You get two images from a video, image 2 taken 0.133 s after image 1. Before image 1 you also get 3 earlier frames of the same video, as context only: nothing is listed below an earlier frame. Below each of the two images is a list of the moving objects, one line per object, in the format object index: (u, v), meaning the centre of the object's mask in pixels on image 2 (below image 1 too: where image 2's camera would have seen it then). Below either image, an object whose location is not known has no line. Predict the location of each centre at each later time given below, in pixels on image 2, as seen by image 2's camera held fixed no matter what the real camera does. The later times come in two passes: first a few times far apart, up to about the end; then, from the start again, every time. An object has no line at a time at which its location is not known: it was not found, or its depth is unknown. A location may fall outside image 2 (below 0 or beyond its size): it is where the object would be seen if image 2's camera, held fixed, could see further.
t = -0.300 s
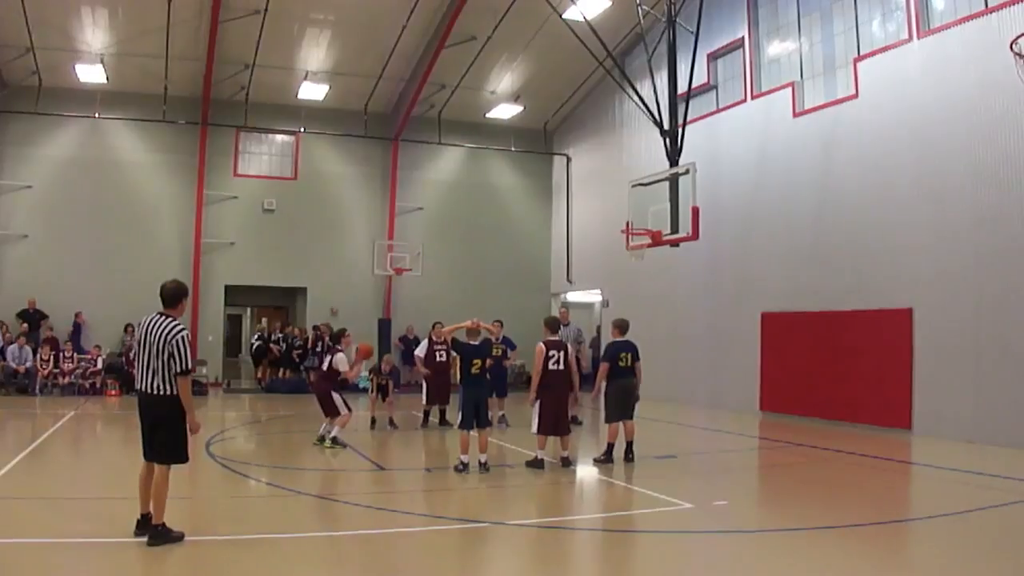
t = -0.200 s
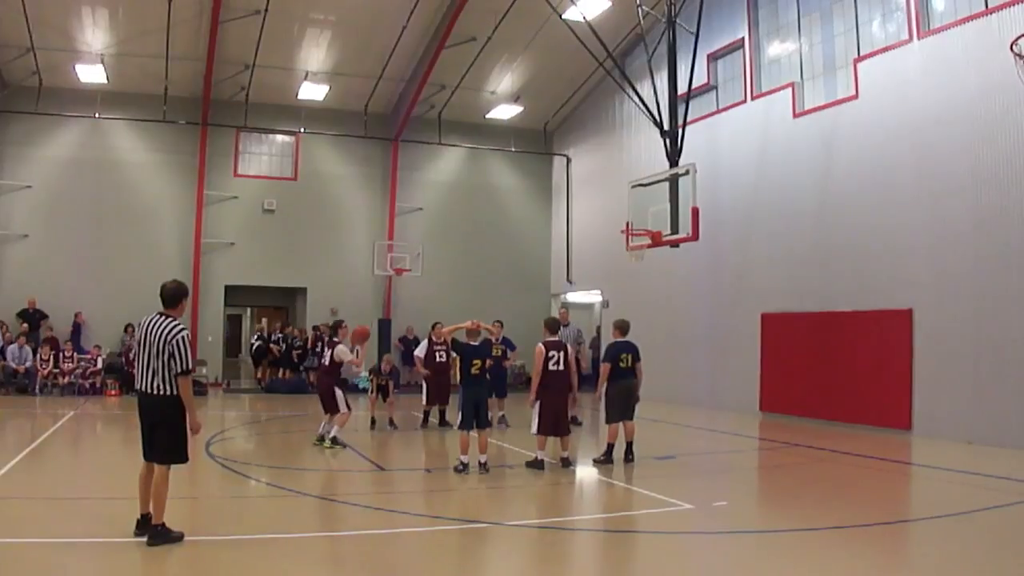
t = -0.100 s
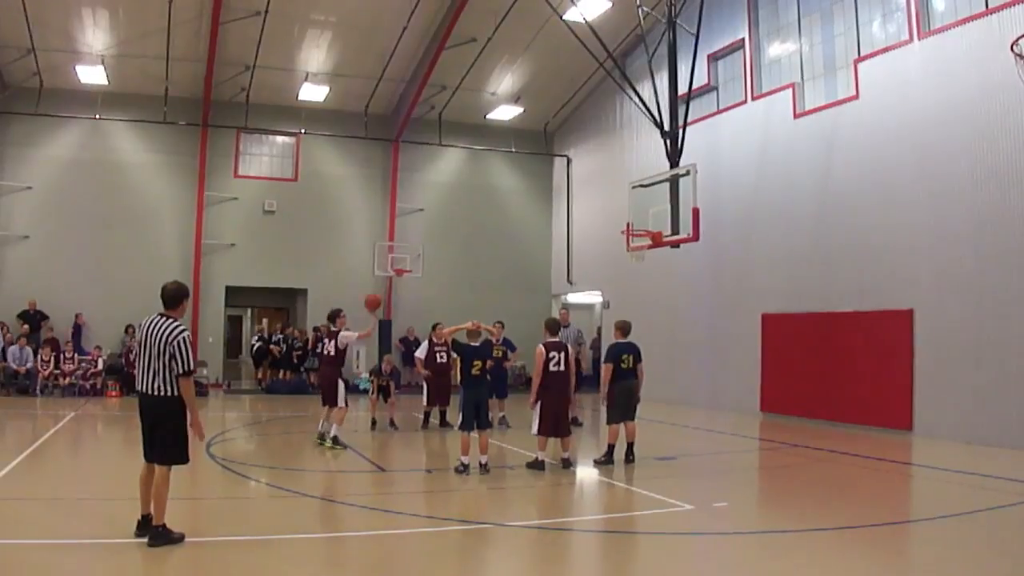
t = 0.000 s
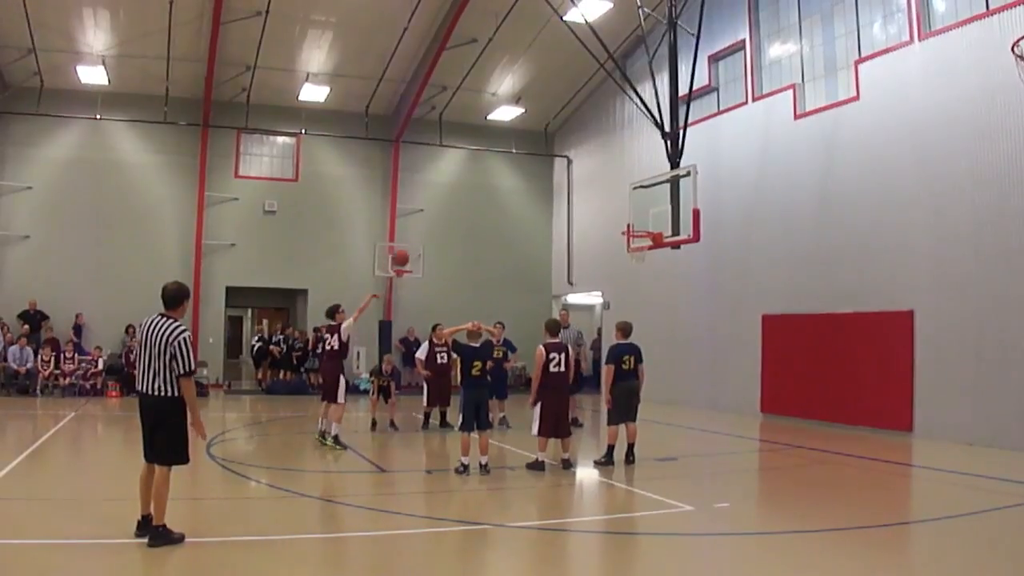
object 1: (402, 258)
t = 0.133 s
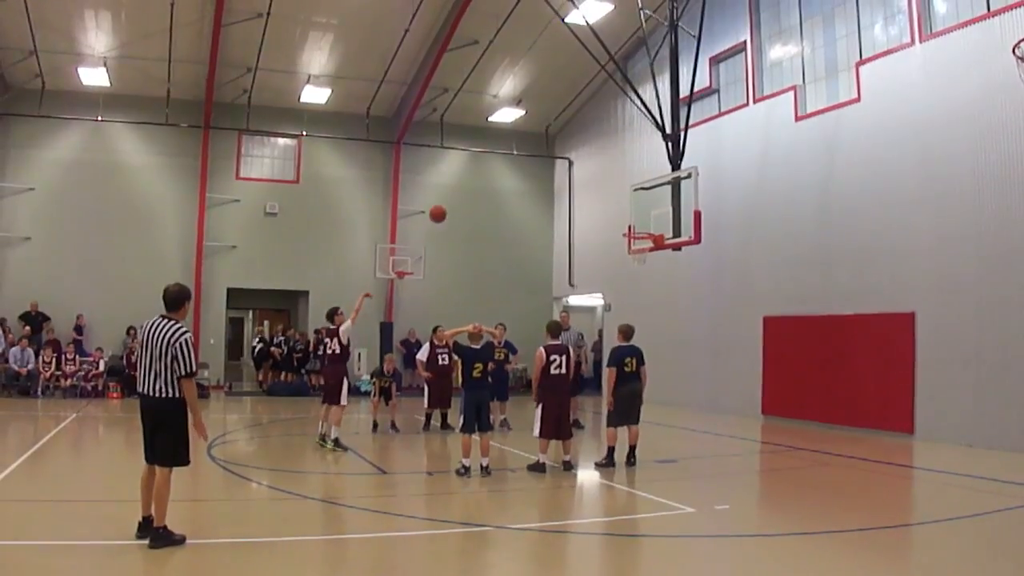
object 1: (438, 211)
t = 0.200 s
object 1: (455, 195)
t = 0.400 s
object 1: (504, 165)
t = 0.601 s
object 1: (550, 161)
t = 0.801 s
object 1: (593, 185)
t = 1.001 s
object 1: (632, 232)
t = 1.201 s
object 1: (650, 248)
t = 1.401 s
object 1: (641, 255)
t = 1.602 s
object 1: (625, 283)
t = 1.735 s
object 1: (615, 317)
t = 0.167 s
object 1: (446, 203)
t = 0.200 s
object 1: (455, 195)
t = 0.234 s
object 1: (463, 187)
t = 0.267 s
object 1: (472, 181)
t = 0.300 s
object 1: (480, 176)
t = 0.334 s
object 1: (488, 171)
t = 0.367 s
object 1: (496, 167)
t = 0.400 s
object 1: (504, 165)
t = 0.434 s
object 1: (512, 163)
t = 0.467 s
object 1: (520, 160)
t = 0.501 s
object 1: (527, 160)
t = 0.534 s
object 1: (534, 160)
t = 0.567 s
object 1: (542, 160)
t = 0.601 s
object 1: (550, 161)
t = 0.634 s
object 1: (557, 163)
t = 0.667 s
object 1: (565, 167)
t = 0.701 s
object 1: (572, 170)
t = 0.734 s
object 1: (579, 174)
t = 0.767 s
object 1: (586, 179)
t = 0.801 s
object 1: (593, 185)
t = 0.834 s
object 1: (599, 191)
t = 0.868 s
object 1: (606, 198)
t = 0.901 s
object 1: (613, 205)
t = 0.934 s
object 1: (619, 214)
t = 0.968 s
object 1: (626, 223)
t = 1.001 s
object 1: (632, 232)
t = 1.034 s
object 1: (639, 243)
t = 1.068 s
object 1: (644, 249)
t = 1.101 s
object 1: (648, 249)
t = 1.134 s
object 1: (649, 248)
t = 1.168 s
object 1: (650, 248)
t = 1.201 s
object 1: (650, 248)
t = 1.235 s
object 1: (650, 248)
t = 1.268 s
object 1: (650, 249)
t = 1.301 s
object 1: (648, 250)
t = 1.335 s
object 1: (646, 251)
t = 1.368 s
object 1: (644, 252)
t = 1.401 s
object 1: (641, 255)
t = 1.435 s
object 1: (638, 257)
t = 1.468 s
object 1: (635, 260)
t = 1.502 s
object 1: (633, 266)
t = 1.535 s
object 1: (630, 271)
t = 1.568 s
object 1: (628, 277)
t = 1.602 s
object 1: (625, 283)
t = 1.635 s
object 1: (623, 291)
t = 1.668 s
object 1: (620, 299)
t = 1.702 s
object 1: (617, 307)
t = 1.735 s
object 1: (615, 317)
